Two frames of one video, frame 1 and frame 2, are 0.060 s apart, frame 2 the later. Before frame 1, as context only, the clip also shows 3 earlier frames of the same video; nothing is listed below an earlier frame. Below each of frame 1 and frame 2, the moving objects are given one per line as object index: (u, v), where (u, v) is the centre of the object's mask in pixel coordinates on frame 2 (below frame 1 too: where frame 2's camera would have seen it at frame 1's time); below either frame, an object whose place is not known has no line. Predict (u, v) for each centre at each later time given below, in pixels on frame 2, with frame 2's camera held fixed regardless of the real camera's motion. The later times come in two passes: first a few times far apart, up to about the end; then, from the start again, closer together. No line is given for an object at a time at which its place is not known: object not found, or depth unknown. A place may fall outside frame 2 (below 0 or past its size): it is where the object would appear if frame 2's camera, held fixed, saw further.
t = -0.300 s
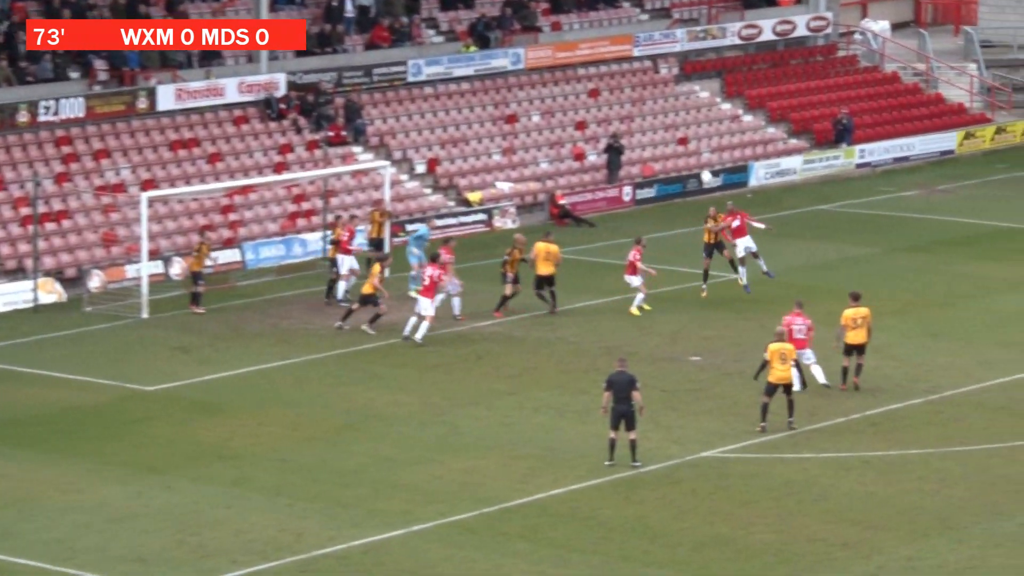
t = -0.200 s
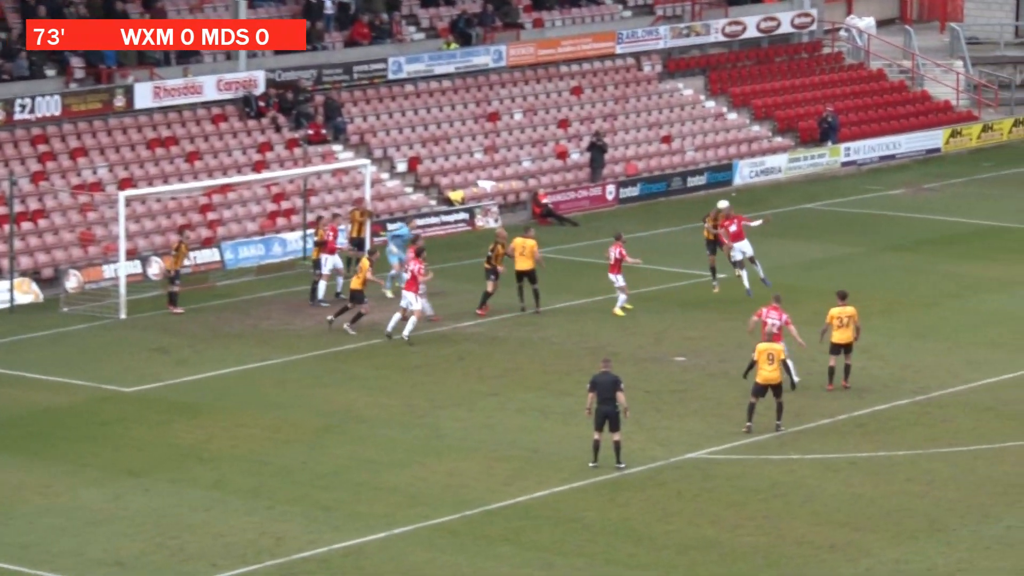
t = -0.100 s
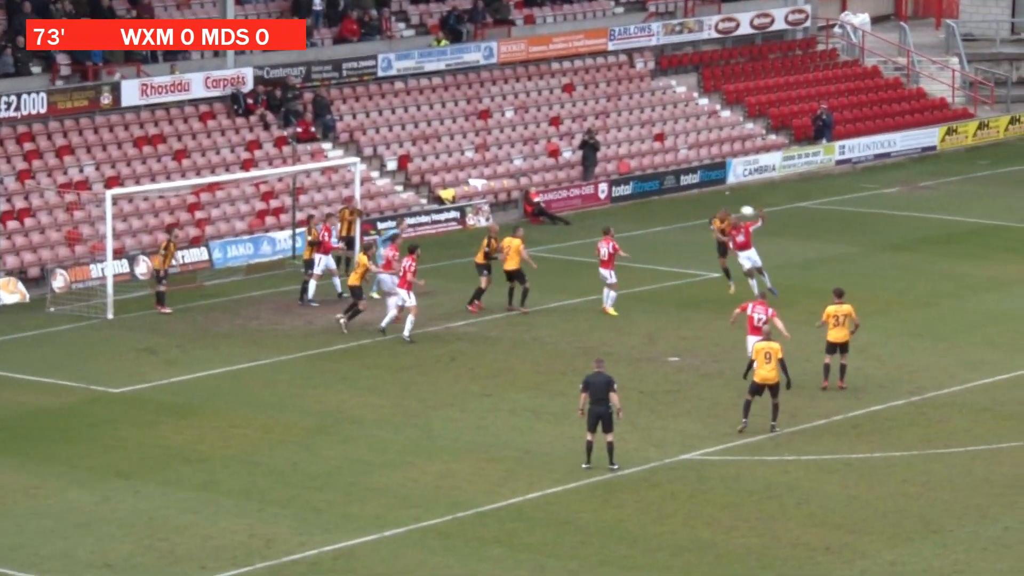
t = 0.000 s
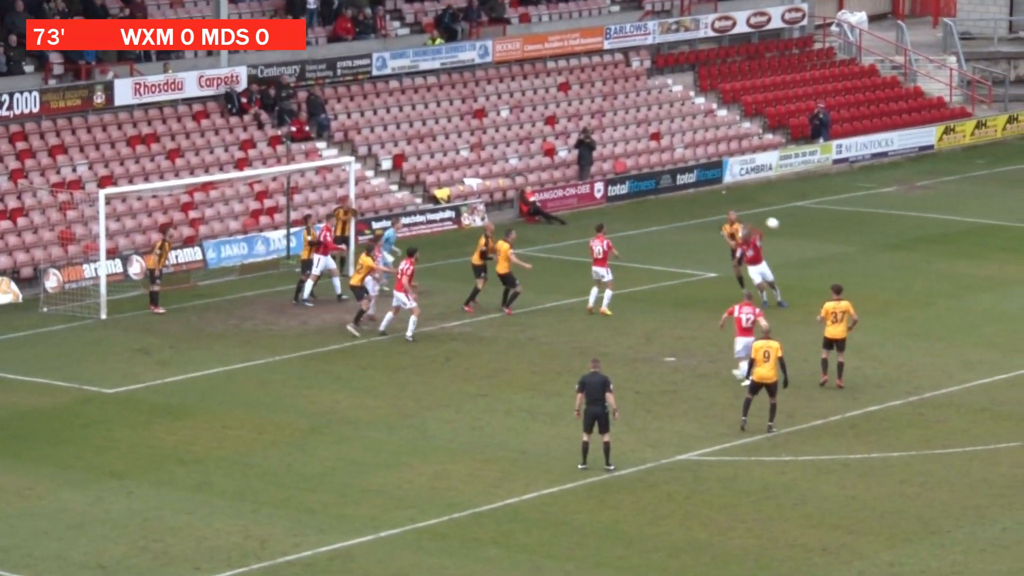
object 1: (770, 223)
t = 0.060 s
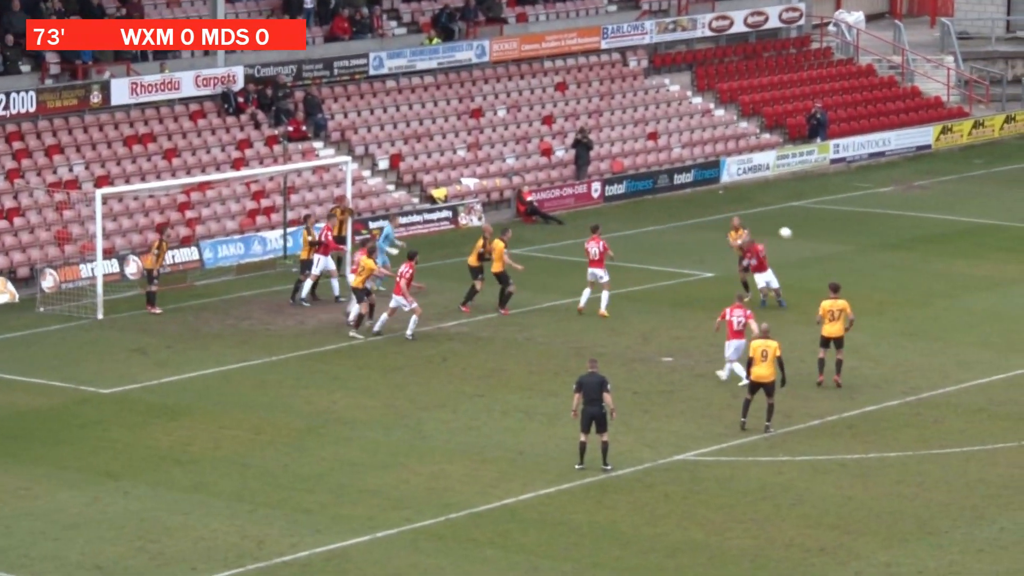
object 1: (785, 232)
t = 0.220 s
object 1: (823, 265)
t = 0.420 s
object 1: (845, 224)
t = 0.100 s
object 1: (796, 239)
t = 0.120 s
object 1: (801, 243)
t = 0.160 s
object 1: (810, 251)
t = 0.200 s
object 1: (819, 260)
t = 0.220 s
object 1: (823, 265)
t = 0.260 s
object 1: (829, 259)
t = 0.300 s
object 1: (834, 249)
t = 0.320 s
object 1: (835, 245)
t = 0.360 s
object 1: (840, 235)
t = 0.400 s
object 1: (844, 228)
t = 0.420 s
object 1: (845, 224)
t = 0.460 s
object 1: (849, 218)
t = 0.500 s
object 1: (853, 213)
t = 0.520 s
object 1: (854, 210)
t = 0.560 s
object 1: (858, 206)
